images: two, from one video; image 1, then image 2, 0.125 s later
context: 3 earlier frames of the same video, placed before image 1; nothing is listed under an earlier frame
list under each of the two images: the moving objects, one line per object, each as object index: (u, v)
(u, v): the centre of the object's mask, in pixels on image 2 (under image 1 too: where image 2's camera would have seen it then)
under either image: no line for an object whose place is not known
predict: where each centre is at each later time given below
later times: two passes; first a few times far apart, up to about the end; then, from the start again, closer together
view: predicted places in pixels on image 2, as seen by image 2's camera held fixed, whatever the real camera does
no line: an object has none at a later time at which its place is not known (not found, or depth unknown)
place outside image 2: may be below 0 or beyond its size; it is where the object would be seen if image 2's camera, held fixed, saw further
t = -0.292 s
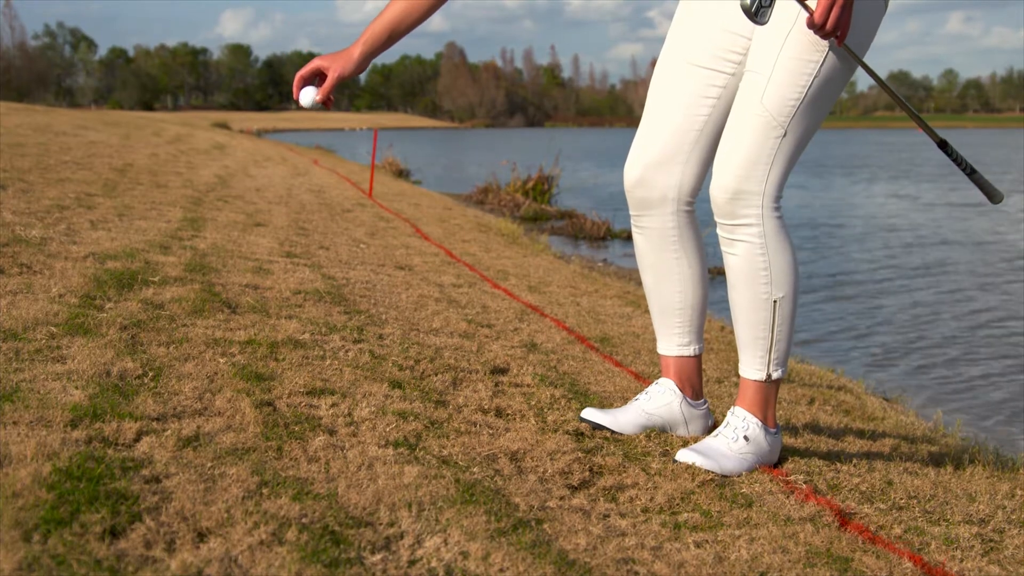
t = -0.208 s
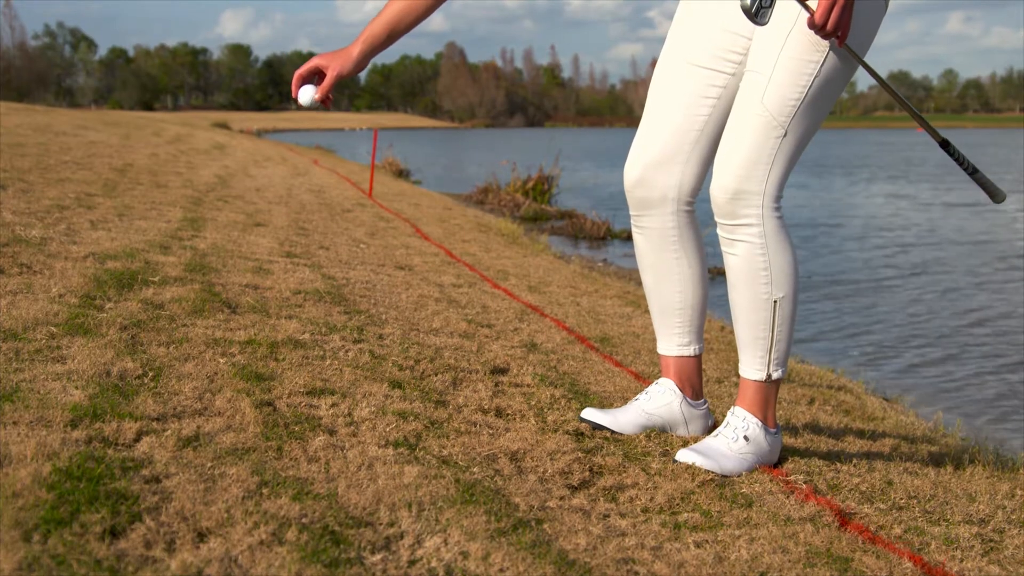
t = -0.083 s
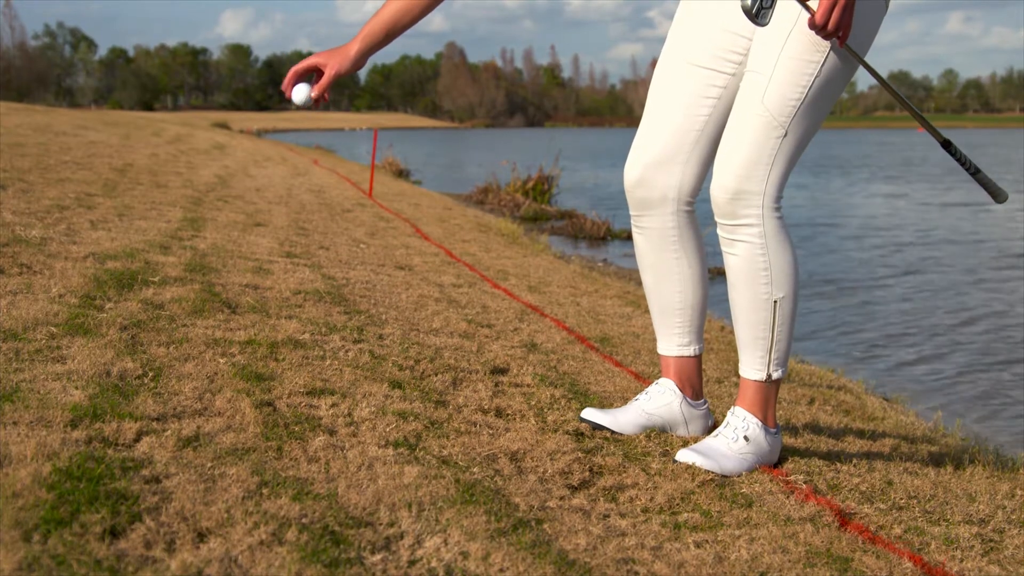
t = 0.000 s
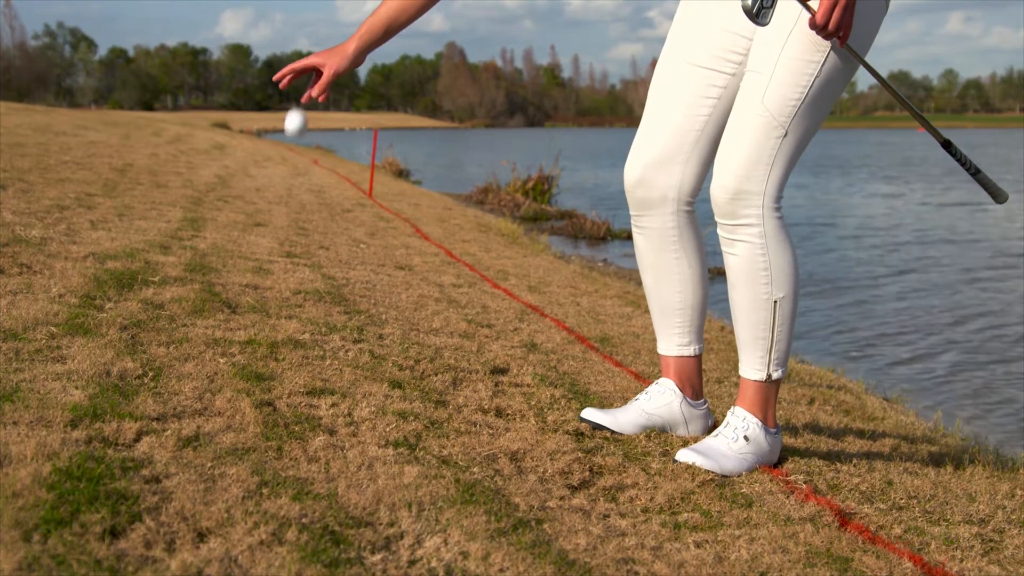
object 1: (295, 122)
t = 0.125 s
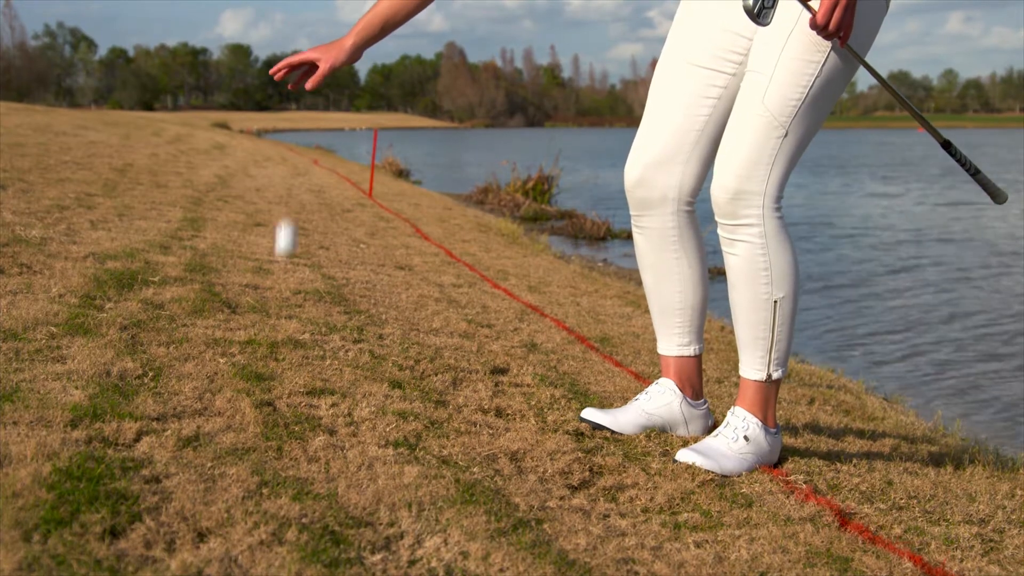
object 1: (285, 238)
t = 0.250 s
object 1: (292, 337)
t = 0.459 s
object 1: (342, 352)
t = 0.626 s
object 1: (380, 354)
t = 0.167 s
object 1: (282, 296)
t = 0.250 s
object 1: (292, 337)
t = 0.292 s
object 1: (301, 325)
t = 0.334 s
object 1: (311, 320)
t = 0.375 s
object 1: (321, 324)
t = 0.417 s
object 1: (331, 337)
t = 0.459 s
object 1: (342, 352)
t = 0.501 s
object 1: (355, 355)
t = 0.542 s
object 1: (364, 352)
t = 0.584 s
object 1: (373, 351)
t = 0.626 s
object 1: (380, 354)
